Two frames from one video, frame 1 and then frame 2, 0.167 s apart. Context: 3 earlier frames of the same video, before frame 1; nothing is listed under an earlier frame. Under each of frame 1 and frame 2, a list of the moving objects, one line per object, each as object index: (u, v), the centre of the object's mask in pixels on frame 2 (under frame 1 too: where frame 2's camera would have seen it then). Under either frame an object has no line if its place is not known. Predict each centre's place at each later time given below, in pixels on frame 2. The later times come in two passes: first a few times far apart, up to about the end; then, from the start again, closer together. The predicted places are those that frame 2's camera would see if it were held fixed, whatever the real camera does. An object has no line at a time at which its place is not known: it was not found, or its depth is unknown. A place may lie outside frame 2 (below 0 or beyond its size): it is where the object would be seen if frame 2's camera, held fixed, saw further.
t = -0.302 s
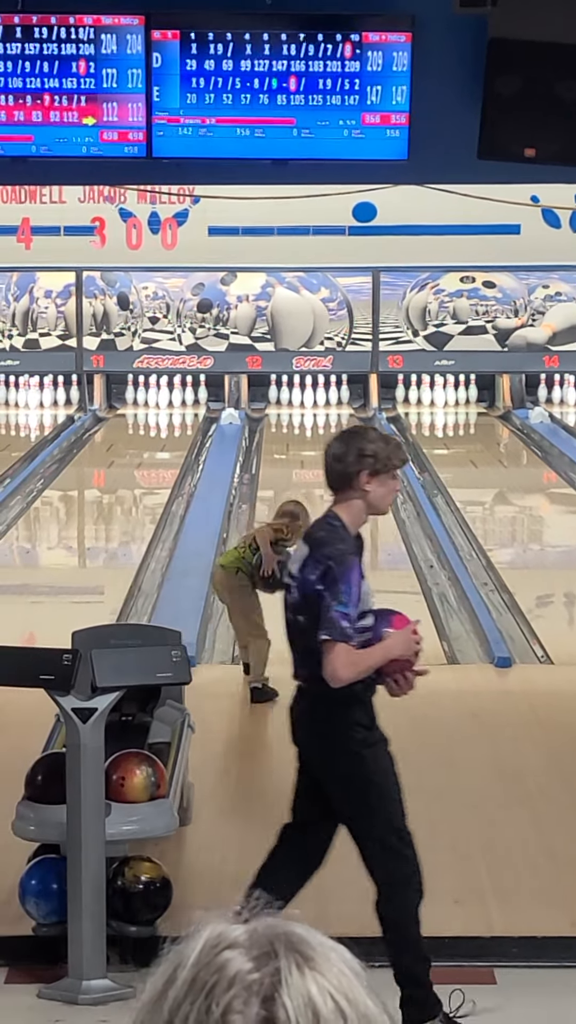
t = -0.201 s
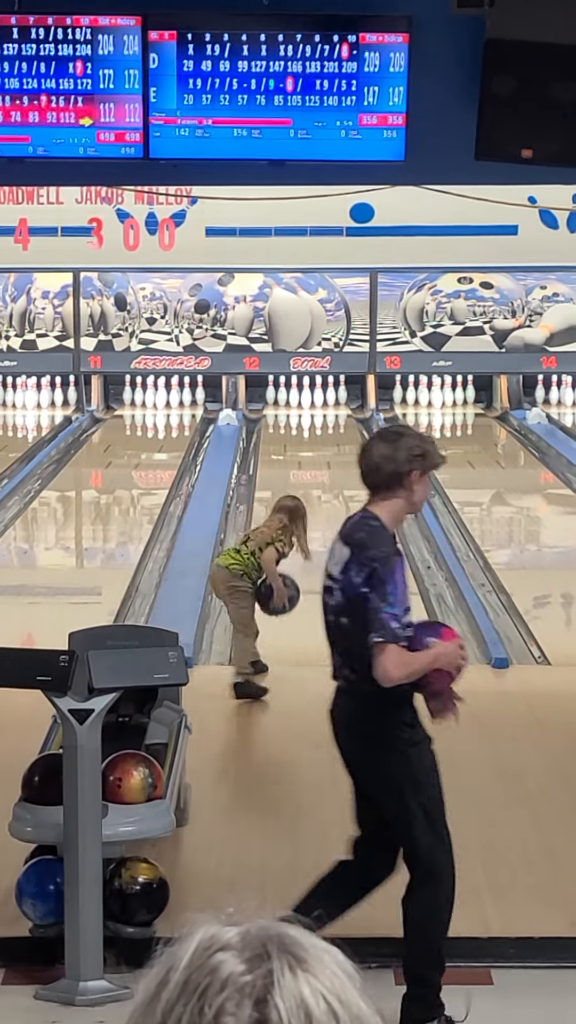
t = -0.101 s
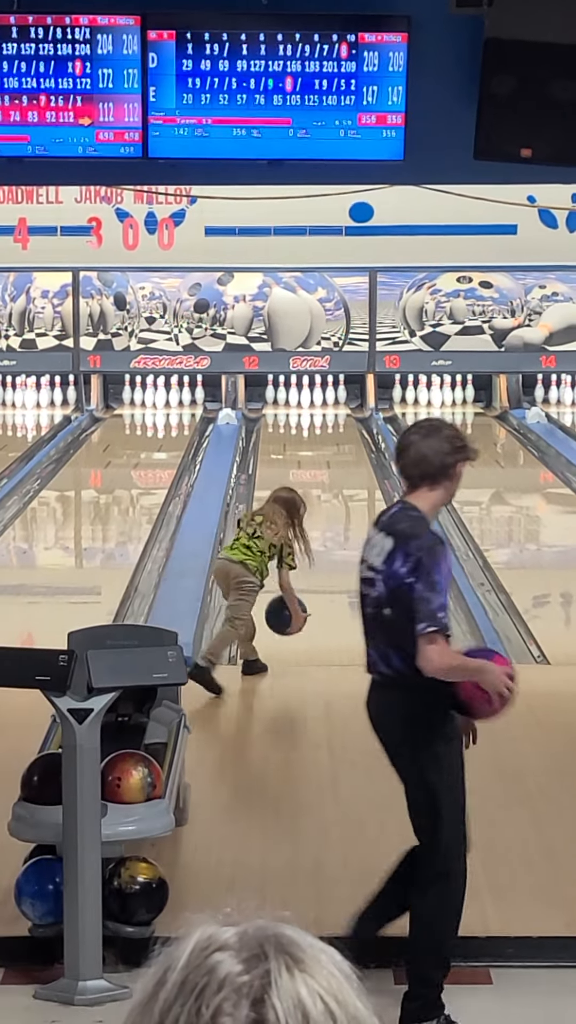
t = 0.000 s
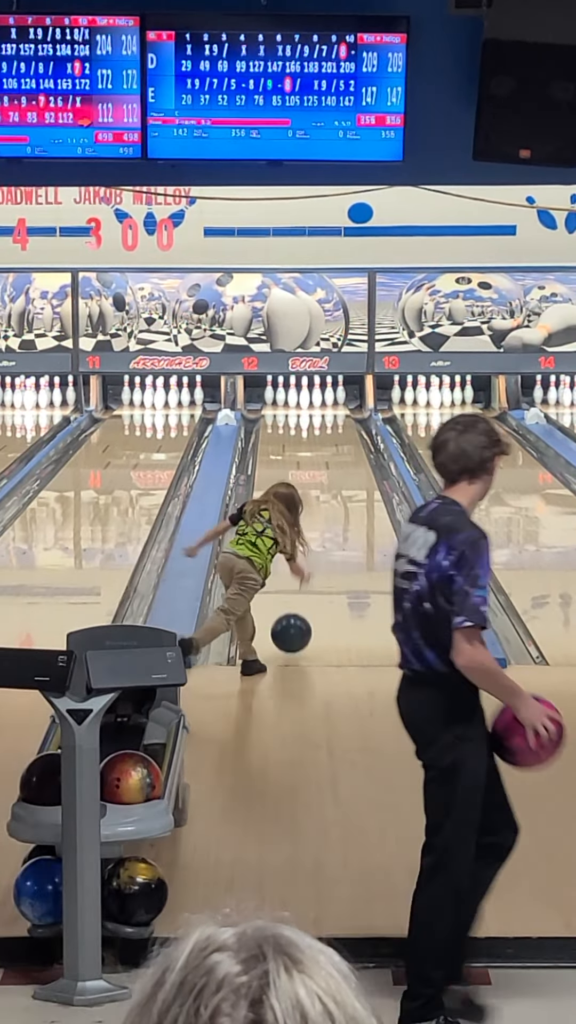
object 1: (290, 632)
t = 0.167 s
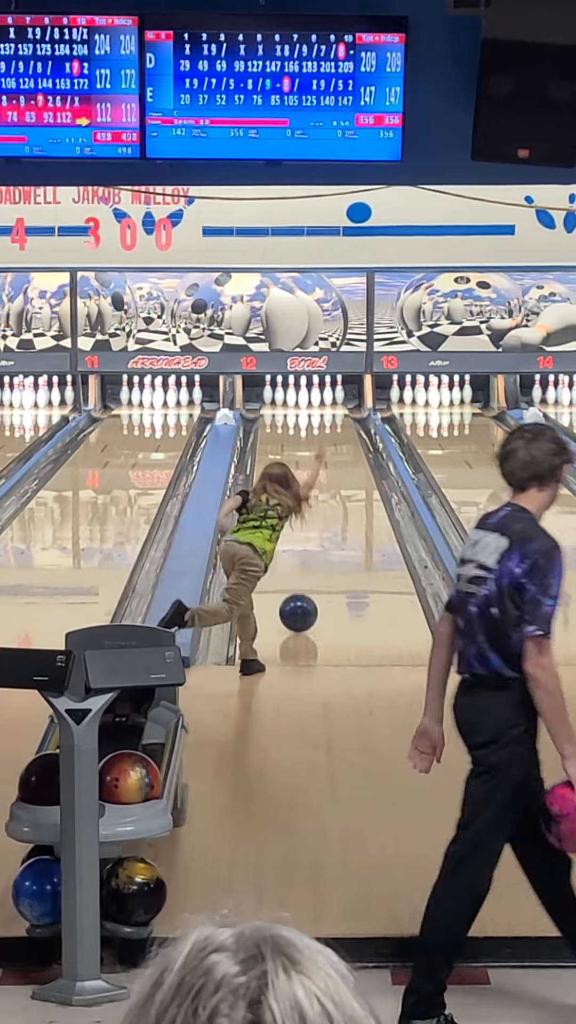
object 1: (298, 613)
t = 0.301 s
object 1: (304, 597)
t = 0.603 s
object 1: (315, 564)
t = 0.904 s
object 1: (324, 538)
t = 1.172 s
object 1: (330, 519)
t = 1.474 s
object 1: (335, 499)
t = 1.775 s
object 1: (339, 482)
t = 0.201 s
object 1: (300, 609)
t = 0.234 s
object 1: (301, 605)
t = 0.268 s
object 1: (303, 601)
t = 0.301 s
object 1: (304, 597)
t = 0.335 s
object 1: (306, 593)
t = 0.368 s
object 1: (307, 589)
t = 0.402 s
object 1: (308, 585)
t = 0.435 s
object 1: (309, 581)
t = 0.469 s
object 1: (310, 578)
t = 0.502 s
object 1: (312, 574)
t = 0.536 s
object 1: (313, 571)
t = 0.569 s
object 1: (314, 568)
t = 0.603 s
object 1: (315, 564)
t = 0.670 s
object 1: (317, 558)
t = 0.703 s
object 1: (318, 555)
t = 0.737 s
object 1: (319, 553)
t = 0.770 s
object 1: (320, 550)
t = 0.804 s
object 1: (321, 547)
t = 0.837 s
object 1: (322, 544)
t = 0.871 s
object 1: (323, 541)
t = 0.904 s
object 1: (324, 538)
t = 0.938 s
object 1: (325, 536)
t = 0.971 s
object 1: (326, 533)
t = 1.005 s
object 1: (326, 531)
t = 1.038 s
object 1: (327, 528)
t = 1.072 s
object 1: (328, 526)
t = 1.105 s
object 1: (329, 523)
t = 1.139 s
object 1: (329, 521)
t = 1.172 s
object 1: (330, 519)
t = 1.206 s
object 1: (331, 517)
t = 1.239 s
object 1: (331, 514)
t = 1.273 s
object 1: (332, 512)
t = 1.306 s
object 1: (332, 510)
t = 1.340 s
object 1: (333, 508)
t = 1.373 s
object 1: (334, 506)
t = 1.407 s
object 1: (334, 503)
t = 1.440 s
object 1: (335, 501)
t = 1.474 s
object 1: (335, 499)
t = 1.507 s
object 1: (336, 497)
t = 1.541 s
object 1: (336, 495)
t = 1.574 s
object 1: (337, 493)
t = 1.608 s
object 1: (337, 491)
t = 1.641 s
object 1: (338, 490)
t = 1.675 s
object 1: (338, 488)
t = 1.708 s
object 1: (339, 486)
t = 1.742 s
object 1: (339, 484)
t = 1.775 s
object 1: (339, 482)
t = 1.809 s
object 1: (340, 481)
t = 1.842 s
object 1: (340, 479)
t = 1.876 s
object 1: (341, 477)
